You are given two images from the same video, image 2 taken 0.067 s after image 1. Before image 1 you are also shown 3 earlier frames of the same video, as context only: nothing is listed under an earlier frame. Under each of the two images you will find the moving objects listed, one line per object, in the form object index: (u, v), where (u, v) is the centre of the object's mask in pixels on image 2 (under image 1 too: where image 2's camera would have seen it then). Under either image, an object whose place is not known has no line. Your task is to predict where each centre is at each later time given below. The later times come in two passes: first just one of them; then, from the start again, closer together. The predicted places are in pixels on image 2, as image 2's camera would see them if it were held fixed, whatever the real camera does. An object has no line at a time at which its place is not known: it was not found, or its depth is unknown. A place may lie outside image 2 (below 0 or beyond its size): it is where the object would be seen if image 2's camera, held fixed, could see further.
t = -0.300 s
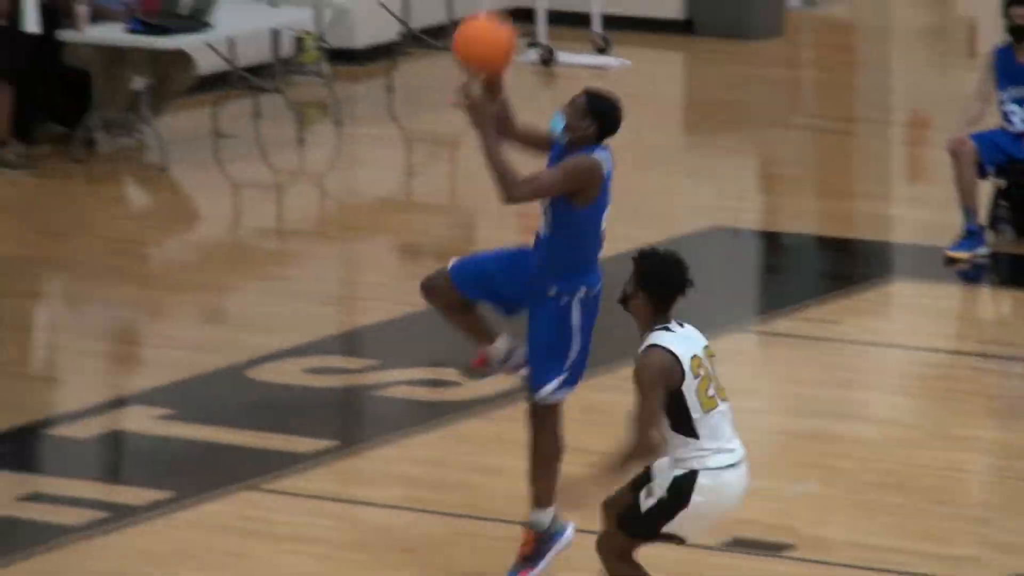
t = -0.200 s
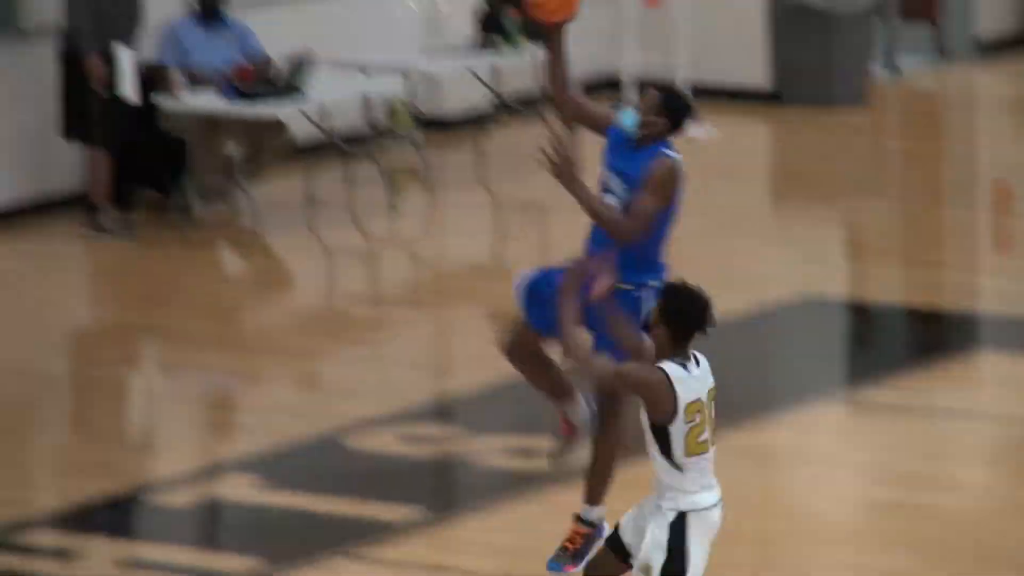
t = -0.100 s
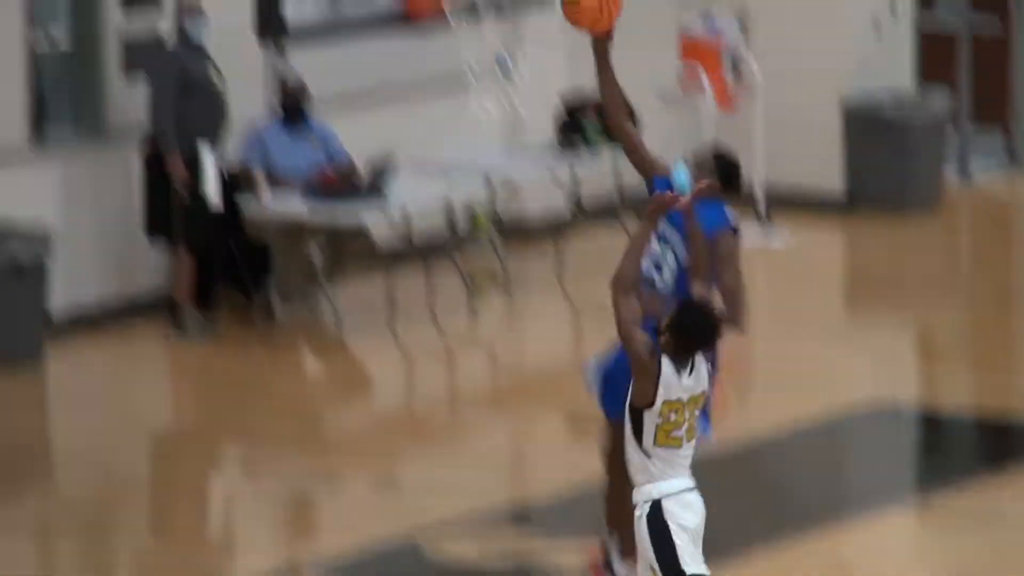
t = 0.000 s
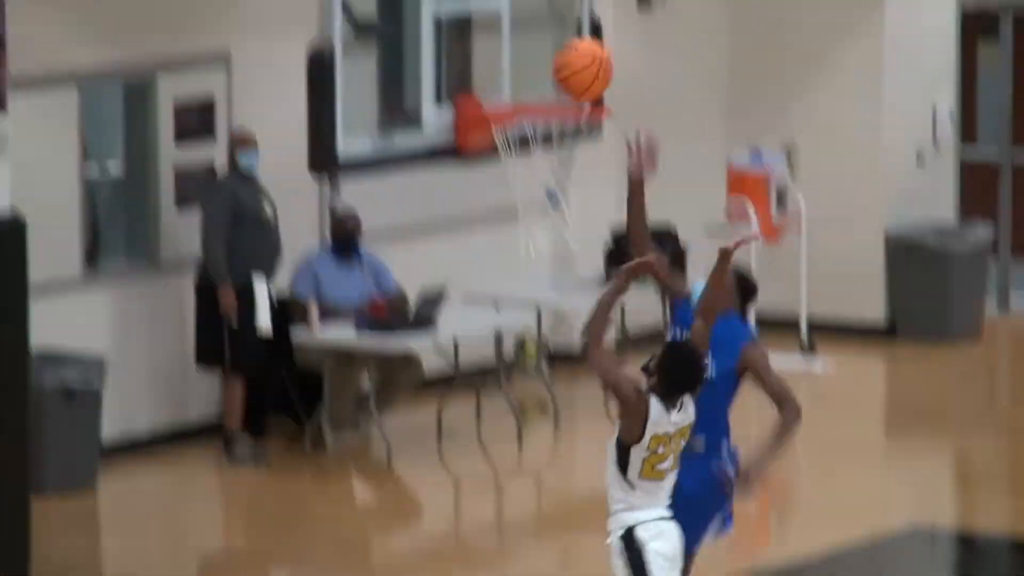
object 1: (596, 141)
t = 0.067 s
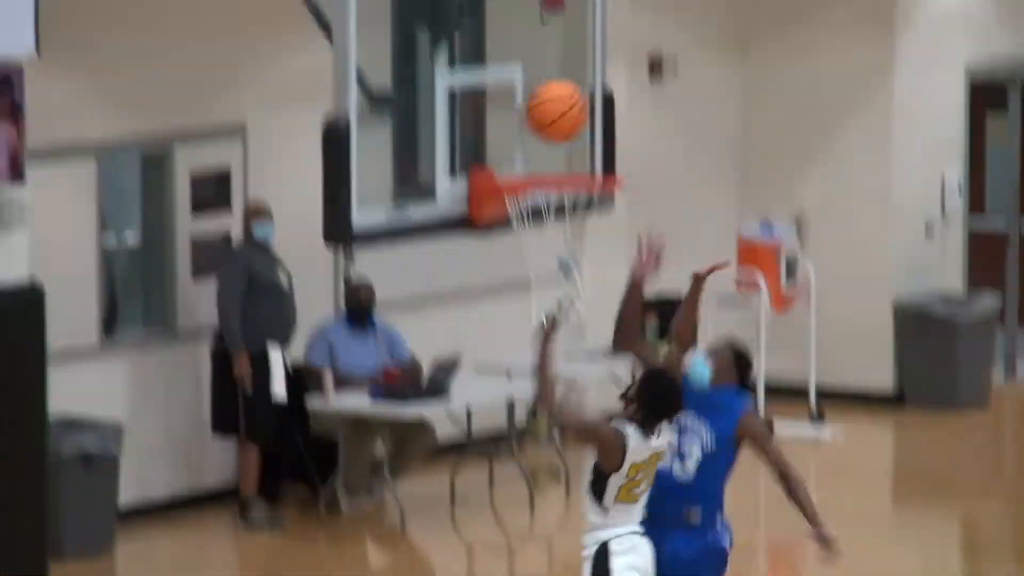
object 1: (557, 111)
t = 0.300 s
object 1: (577, 141)
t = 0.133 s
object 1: (551, 110)
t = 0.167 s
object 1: (556, 111)
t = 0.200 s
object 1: (561, 114)
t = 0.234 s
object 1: (566, 120)
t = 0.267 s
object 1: (572, 129)
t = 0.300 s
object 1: (577, 141)
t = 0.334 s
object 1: (581, 156)
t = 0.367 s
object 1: (585, 169)
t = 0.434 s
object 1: (574, 202)
